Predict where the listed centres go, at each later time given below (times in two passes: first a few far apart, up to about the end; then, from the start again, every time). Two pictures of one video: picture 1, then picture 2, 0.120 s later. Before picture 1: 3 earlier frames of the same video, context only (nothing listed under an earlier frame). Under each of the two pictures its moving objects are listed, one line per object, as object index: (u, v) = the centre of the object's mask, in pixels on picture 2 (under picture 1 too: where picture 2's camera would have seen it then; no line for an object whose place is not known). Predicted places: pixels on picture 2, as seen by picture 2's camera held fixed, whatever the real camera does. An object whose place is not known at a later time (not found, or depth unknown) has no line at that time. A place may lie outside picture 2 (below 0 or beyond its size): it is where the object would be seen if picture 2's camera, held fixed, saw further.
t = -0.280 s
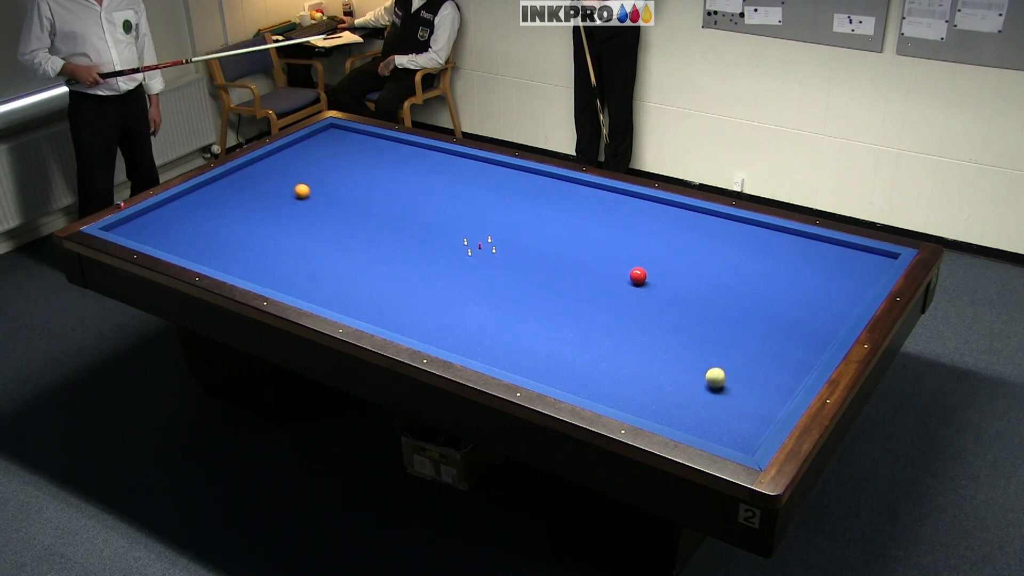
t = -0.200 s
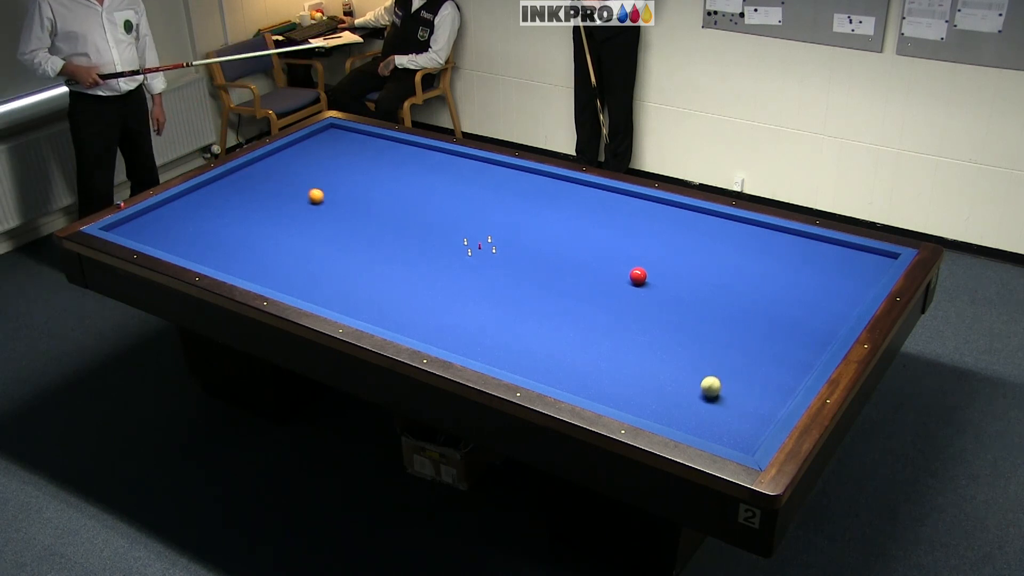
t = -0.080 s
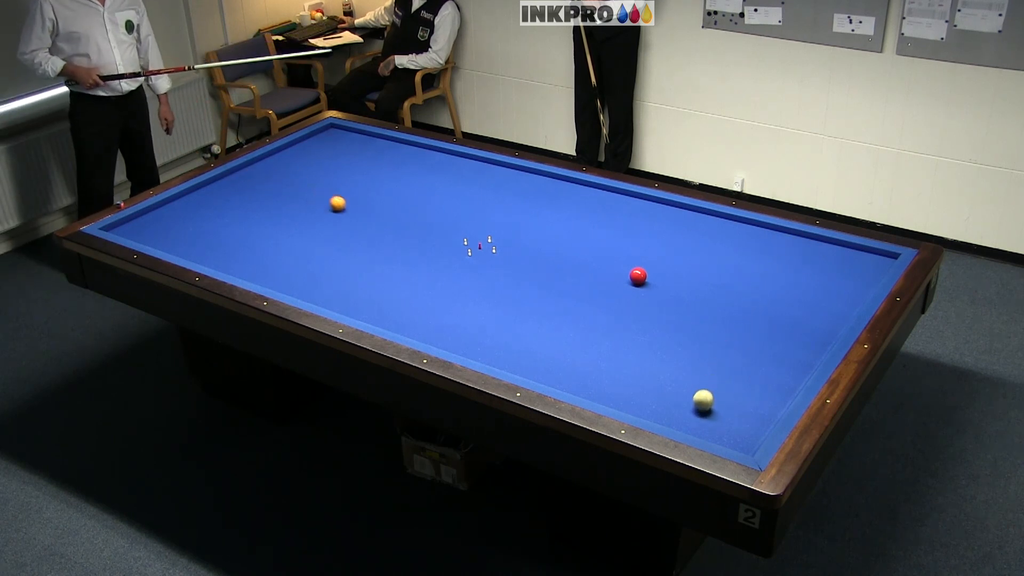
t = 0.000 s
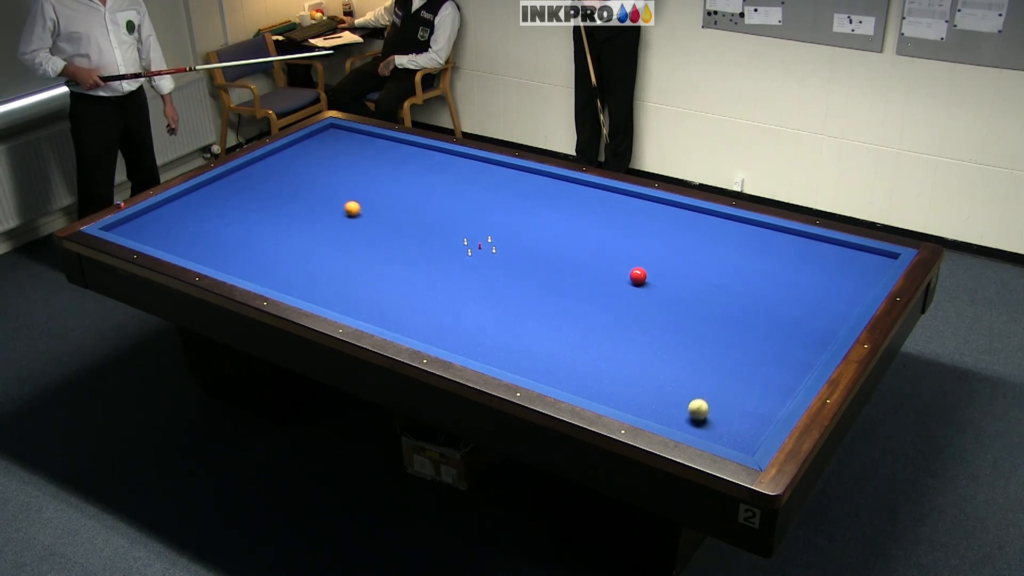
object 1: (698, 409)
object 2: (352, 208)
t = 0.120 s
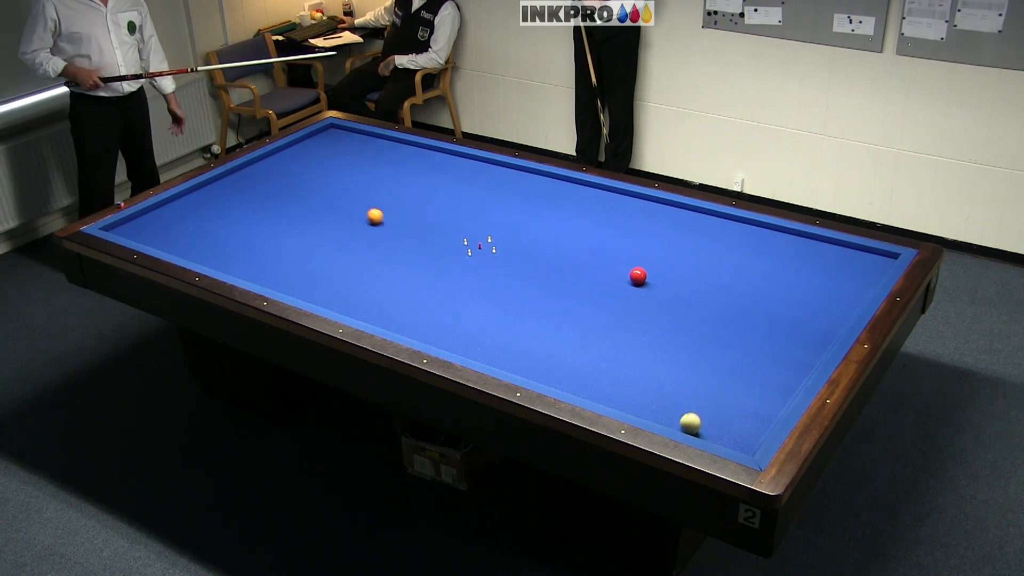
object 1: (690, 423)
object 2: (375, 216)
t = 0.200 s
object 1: (691, 427)
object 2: (390, 222)
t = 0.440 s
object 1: (718, 419)
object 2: (439, 238)
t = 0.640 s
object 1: (738, 412)
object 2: (481, 253)
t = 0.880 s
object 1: (762, 404)
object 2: (535, 271)
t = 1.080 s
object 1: (780, 398)
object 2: (582, 288)
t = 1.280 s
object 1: (787, 390)
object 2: (632, 305)
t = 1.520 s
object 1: (786, 380)
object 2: (694, 326)
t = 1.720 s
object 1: (785, 372)
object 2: (749, 345)
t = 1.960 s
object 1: (792, 377)
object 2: (811, 354)
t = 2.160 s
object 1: (791, 384)
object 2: (806, 342)
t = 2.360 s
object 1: (781, 386)
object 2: (792, 327)
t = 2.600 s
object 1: (770, 388)
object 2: (778, 311)
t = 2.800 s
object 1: (761, 390)
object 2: (766, 299)
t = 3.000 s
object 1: (752, 392)
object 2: (755, 287)
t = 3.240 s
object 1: (743, 394)
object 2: (743, 274)
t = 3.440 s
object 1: (736, 396)
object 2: (734, 264)
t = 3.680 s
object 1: (727, 397)
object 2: (723, 252)
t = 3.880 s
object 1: (721, 398)
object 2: (714, 243)
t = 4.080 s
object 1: (715, 399)
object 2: (706, 235)
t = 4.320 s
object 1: (709, 400)
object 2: (697, 225)
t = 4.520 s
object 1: (705, 401)
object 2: (690, 218)
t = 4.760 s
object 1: (700, 401)
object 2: (683, 209)
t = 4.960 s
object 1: (697, 402)
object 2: (674, 207)
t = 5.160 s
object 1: (695, 402)
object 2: (663, 207)
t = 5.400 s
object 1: (692, 402)
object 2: (651, 207)
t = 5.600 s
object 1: (691, 402)
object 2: (642, 207)
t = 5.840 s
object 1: (690, 402)
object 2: (631, 208)
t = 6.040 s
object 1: (690, 402)
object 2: (622, 208)
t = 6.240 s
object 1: (690, 402)
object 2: (615, 208)
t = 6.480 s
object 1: (690, 402)
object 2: (606, 208)
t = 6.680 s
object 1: (690, 402)
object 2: (599, 208)
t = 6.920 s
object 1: (690, 402)
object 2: (592, 208)
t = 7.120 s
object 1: (691, 402)
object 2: (586, 209)
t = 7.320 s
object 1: (690, 402)
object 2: (581, 208)
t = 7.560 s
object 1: (691, 402)
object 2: (575, 209)
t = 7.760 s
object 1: (691, 402)
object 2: (571, 209)
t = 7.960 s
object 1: (690, 402)
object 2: (568, 209)
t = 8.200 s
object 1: (690, 402)
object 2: (564, 210)
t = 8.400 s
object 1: (690, 402)
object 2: (561, 210)
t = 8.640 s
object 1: (690, 402)
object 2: (558, 210)
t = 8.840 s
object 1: (690, 402)
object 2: (557, 210)
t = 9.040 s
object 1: (690, 402)
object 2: (555, 210)
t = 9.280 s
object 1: (690, 401)
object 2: (555, 210)
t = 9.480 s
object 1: (690, 401)
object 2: (555, 210)
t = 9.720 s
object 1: (690, 402)
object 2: (555, 210)
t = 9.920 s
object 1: (690, 401)
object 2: (555, 210)
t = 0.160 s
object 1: (688, 426)
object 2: (383, 219)
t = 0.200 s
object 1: (691, 427)
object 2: (390, 222)
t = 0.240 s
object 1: (696, 426)
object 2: (398, 224)
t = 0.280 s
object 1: (700, 425)
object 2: (406, 227)
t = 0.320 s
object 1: (705, 423)
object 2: (414, 230)
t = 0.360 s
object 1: (709, 422)
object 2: (423, 232)
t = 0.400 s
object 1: (713, 420)
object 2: (431, 236)
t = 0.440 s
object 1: (718, 419)
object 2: (439, 238)
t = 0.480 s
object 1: (722, 418)
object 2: (447, 241)
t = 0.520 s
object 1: (726, 416)
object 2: (455, 244)
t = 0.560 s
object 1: (730, 415)
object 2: (464, 247)
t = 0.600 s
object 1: (734, 413)
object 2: (473, 250)
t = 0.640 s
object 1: (738, 412)
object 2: (481, 253)
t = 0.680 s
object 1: (742, 411)
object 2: (490, 256)
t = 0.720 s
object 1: (746, 410)
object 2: (499, 259)
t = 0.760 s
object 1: (750, 408)
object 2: (508, 262)
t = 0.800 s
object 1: (754, 407)
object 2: (517, 265)
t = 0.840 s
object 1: (758, 406)
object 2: (526, 268)
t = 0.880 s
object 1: (762, 404)
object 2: (535, 271)
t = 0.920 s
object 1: (765, 403)
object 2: (544, 274)
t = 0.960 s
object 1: (769, 402)
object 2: (554, 278)
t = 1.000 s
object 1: (773, 401)
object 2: (563, 281)
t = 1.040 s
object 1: (777, 399)
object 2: (572, 284)
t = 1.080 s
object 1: (780, 398)
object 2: (582, 288)
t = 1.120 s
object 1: (784, 396)
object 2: (592, 291)
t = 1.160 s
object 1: (786, 395)
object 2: (602, 294)
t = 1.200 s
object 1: (787, 394)
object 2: (611, 298)
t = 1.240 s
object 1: (787, 392)
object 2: (621, 301)
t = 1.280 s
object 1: (787, 390)
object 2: (632, 305)
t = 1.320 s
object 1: (787, 388)
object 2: (642, 308)
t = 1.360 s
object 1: (786, 387)
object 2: (652, 312)
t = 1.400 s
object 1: (786, 385)
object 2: (662, 316)
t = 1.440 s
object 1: (786, 383)
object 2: (673, 319)
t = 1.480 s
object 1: (786, 382)
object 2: (684, 323)
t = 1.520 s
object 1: (786, 380)
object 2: (694, 326)
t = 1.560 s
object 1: (786, 378)
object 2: (705, 330)
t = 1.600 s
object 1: (786, 376)
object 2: (716, 334)
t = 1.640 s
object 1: (786, 375)
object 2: (727, 337)
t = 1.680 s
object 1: (785, 373)
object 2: (738, 342)
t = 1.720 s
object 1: (785, 372)
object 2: (749, 345)
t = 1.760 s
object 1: (785, 370)
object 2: (760, 349)
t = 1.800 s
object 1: (785, 369)
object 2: (772, 353)
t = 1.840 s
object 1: (786, 368)
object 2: (782, 354)
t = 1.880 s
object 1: (788, 372)
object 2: (792, 354)
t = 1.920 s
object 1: (790, 375)
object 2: (801, 354)
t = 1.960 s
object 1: (792, 377)
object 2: (811, 354)
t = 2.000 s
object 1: (794, 379)
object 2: (818, 353)
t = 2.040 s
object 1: (796, 381)
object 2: (814, 351)
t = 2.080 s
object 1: (795, 383)
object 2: (811, 347)
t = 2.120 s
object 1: (793, 383)
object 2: (808, 344)
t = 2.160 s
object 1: (791, 384)
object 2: (806, 342)
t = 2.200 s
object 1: (789, 384)
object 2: (803, 338)
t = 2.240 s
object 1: (787, 384)
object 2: (800, 336)
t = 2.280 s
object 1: (785, 385)
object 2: (798, 333)
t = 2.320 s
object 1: (783, 385)
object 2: (795, 330)
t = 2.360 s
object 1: (781, 386)
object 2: (792, 327)
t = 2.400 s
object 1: (779, 386)
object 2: (790, 325)
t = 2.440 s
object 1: (777, 387)
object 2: (787, 322)
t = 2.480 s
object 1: (775, 387)
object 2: (785, 319)
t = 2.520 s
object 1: (773, 388)
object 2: (782, 317)
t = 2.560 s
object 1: (771, 388)
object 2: (780, 314)
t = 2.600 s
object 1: (770, 388)
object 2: (778, 311)
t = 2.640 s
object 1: (768, 389)
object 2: (775, 309)
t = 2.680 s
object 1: (766, 389)
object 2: (773, 306)
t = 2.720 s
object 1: (764, 390)
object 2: (771, 304)
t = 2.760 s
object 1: (763, 390)
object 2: (768, 301)
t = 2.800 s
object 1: (761, 390)
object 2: (766, 299)
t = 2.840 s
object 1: (759, 391)
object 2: (764, 297)
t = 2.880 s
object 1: (757, 391)
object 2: (762, 294)
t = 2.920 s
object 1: (755, 392)
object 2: (759, 292)
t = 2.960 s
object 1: (754, 392)
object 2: (758, 289)
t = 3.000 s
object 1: (752, 392)
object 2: (755, 287)
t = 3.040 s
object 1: (751, 393)
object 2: (753, 285)
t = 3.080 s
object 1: (749, 393)
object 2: (751, 283)
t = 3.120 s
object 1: (748, 393)
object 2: (749, 281)
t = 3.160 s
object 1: (746, 394)
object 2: (747, 278)
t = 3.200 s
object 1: (744, 394)
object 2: (745, 276)
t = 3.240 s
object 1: (743, 394)
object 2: (743, 274)
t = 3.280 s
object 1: (741, 395)
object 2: (741, 272)
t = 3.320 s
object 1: (740, 395)
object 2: (739, 270)
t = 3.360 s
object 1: (738, 395)
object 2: (737, 268)
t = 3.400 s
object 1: (737, 396)
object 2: (735, 266)
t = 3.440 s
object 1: (736, 396)
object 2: (734, 264)
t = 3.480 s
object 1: (734, 396)
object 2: (732, 262)
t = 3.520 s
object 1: (733, 396)
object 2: (730, 260)
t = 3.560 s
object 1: (731, 397)
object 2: (728, 258)
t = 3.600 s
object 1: (730, 397)
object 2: (726, 256)
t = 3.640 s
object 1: (729, 397)
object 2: (725, 254)
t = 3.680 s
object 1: (727, 397)
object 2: (723, 252)
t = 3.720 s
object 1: (726, 397)
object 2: (721, 250)
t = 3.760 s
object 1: (725, 398)
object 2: (719, 249)
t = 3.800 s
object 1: (723, 398)
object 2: (718, 247)
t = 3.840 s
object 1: (722, 398)
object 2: (716, 245)
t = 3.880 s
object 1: (721, 398)
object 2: (714, 243)
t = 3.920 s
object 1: (720, 398)
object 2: (713, 241)
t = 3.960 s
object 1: (719, 398)
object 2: (711, 240)
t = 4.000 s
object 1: (718, 399)
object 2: (710, 238)
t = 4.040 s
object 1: (717, 399)
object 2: (708, 237)
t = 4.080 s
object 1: (715, 399)
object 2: (706, 235)
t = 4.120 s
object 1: (714, 399)
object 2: (705, 233)
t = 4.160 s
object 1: (713, 399)
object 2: (703, 231)
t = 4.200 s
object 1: (712, 400)
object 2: (702, 230)
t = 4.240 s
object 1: (711, 400)
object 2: (700, 228)
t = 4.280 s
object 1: (710, 400)
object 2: (699, 227)
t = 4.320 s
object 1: (709, 400)
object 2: (697, 225)
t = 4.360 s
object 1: (708, 400)
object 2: (696, 224)
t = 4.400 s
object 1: (707, 400)
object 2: (695, 222)
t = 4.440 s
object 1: (706, 400)
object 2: (693, 221)
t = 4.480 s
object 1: (706, 401)
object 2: (692, 219)
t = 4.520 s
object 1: (705, 401)
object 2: (690, 218)
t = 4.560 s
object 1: (704, 401)
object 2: (689, 216)
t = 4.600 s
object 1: (703, 401)
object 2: (688, 215)
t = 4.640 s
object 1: (702, 401)
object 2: (687, 214)
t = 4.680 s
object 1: (702, 401)
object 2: (685, 212)
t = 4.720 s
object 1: (701, 401)
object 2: (684, 211)
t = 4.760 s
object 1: (700, 401)
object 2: (683, 209)
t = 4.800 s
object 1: (699, 402)
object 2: (681, 208)
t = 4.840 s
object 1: (699, 402)
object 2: (680, 207)
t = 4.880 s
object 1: (698, 402)
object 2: (678, 207)
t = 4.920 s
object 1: (698, 402)
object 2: (676, 207)
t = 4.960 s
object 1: (697, 402)
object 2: (674, 207)
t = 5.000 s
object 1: (697, 402)
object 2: (671, 207)
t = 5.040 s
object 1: (696, 402)
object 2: (669, 207)
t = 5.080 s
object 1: (696, 402)
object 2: (667, 207)
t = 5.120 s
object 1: (695, 402)
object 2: (665, 207)
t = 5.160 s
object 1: (695, 402)
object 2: (663, 207)
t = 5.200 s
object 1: (694, 402)
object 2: (661, 207)
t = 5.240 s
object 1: (694, 402)
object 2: (659, 207)
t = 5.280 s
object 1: (693, 402)
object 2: (657, 207)
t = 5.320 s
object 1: (693, 402)
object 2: (655, 207)
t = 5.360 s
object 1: (693, 402)
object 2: (653, 207)
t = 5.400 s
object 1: (692, 402)
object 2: (651, 207)
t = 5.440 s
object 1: (692, 402)
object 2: (649, 207)
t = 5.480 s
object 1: (692, 402)
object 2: (647, 207)
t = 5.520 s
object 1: (691, 402)
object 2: (646, 207)
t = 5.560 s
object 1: (691, 402)
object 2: (644, 207)
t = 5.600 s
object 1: (691, 402)
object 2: (642, 207)
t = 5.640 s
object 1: (691, 402)
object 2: (640, 207)
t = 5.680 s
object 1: (690, 402)
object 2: (638, 207)
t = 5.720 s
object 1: (690, 402)
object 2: (636, 207)
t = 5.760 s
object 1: (690, 402)
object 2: (635, 207)
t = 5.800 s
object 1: (690, 402)
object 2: (633, 208)
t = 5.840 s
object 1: (690, 402)
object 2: (631, 208)
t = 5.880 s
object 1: (690, 402)
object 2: (629, 207)
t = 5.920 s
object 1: (690, 402)
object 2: (628, 208)
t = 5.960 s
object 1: (690, 402)
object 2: (626, 208)
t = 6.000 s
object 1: (690, 402)
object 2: (624, 208)
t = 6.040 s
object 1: (690, 402)
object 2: (622, 208)
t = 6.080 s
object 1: (690, 402)
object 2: (621, 208)
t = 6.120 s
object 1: (690, 402)
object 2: (620, 208)
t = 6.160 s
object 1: (690, 402)
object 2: (618, 208)
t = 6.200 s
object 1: (690, 402)
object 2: (616, 208)
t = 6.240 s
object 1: (690, 402)
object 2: (615, 208)
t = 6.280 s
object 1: (690, 402)
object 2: (613, 208)
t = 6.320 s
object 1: (690, 402)
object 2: (612, 208)
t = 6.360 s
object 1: (690, 402)
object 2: (610, 208)
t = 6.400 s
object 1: (690, 402)
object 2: (609, 208)
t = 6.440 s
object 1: (690, 402)
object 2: (607, 208)
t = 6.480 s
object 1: (690, 402)
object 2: (606, 208)
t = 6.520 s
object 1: (690, 402)
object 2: (605, 208)
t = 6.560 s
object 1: (690, 402)
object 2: (603, 208)
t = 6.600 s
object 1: (691, 402)
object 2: (602, 208)
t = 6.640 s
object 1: (691, 402)
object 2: (601, 208)
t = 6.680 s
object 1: (690, 402)
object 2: (599, 208)
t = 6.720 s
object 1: (691, 402)
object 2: (598, 208)
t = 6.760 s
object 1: (691, 402)
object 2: (597, 208)
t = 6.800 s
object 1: (691, 402)
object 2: (596, 208)
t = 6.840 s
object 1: (690, 402)
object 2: (594, 208)
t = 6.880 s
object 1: (690, 402)
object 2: (593, 208)
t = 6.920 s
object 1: (690, 402)
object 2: (592, 208)
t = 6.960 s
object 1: (690, 402)
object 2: (591, 208)
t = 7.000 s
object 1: (691, 402)
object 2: (590, 208)
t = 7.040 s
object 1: (691, 402)
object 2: (588, 208)
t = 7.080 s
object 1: (691, 402)
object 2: (587, 208)
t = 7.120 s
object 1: (691, 402)
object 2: (586, 209)
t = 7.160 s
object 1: (691, 402)
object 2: (585, 208)
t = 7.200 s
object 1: (691, 402)
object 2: (584, 209)
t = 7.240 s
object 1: (690, 402)
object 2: (583, 209)
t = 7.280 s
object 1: (690, 402)
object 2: (582, 209)
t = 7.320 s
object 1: (690, 402)
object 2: (581, 208)
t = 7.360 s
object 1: (691, 402)
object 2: (580, 209)
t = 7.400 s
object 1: (691, 402)
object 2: (579, 209)
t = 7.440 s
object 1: (691, 402)
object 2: (578, 209)
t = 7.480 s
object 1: (691, 402)
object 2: (577, 209)
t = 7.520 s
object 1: (691, 402)
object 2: (576, 209)
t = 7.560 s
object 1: (691, 402)
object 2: (575, 209)
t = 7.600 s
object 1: (690, 402)
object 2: (575, 209)
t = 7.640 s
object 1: (690, 402)
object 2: (574, 209)
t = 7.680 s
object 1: (691, 402)
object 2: (573, 209)
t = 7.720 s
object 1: (691, 402)
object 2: (572, 209)
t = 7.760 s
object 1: (691, 402)
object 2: (571, 209)
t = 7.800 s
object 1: (691, 402)
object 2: (570, 209)
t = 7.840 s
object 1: (690, 402)
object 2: (570, 209)
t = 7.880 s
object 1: (690, 402)
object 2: (569, 209)
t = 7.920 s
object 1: (690, 402)
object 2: (568, 209)
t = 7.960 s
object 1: (690, 402)
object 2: (568, 209)
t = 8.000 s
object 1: (690, 402)
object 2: (567, 209)
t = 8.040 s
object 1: (691, 402)
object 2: (566, 209)
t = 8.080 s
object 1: (690, 402)
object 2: (566, 209)
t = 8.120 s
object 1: (691, 402)
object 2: (565, 209)
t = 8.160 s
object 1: (691, 402)
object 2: (564, 209)
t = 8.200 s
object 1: (690, 402)
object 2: (564, 210)
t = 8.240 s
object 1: (690, 402)
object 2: (563, 210)
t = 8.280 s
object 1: (691, 402)
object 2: (563, 210)
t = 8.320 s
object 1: (691, 402)
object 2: (562, 210)
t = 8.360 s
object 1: (690, 402)
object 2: (562, 210)
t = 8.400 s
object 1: (690, 402)
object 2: (561, 210)
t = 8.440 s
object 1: (690, 402)
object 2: (561, 210)
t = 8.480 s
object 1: (691, 402)
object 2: (560, 210)
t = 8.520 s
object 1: (691, 402)
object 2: (560, 210)
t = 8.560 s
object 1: (691, 402)
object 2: (559, 210)
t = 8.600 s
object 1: (691, 402)
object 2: (559, 210)
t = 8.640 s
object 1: (690, 402)
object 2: (558, 210)
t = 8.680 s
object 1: (690, 402)
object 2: (558, 210)
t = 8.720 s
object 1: (690, 402)
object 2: (558, 210)
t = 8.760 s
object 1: (690, 402)
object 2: (557, 210)
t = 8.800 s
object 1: (690, 401)
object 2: (557, 210)
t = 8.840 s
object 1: (690, 402)
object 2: (557, 210)
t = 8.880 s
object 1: (690, 402)
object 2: (557, 210)
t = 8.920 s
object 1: (690, 402)
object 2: (556, 210)
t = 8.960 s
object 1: (690, 402)
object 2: (556, 210)
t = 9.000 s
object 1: (690, 402)
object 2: (556, 210)
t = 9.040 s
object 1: (690, 402)
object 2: (555, 210)
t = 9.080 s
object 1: (690, 402)
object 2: (555, 210)
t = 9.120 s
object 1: (690, 401)
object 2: (555, 210)
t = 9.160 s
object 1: (690, 402)
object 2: (555, 210)
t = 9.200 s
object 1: (690, 401)
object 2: (555, 210)
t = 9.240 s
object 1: (690, 402)
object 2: (555, 210)
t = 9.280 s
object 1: (690, 401)
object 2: (555, 210)
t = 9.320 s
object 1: (690, 402)
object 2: (555, 210)
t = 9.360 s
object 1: (691, 401)
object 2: (555, 210)
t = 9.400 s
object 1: (691, 401)
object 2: (554, 210)
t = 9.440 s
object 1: (690, 401)
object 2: (555, 210)
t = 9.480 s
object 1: (690, 401)
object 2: (555, 210)
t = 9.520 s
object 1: (691, 401)
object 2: (555, 210)
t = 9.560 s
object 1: (690, 401)
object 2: (555, 210)
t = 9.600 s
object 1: (690, 401)
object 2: (555, 210)
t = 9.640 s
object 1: (690, 401)
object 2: (555, 210)
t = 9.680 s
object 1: (690, 402)
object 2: (555, 210)
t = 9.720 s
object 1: (690, 402)
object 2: (555, 210)
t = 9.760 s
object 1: (690, 402)
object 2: (555, 210)
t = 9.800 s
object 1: (690, 401)
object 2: (555, 210)
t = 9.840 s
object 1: (690, 402)
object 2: (555, 210)
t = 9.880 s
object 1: (690, 401)
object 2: (555, 210)
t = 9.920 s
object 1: (690, 401)
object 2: (555, 210)
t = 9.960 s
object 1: (690, 402)
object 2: (555, 210)
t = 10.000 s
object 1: (690, 401)
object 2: (555, 210)
